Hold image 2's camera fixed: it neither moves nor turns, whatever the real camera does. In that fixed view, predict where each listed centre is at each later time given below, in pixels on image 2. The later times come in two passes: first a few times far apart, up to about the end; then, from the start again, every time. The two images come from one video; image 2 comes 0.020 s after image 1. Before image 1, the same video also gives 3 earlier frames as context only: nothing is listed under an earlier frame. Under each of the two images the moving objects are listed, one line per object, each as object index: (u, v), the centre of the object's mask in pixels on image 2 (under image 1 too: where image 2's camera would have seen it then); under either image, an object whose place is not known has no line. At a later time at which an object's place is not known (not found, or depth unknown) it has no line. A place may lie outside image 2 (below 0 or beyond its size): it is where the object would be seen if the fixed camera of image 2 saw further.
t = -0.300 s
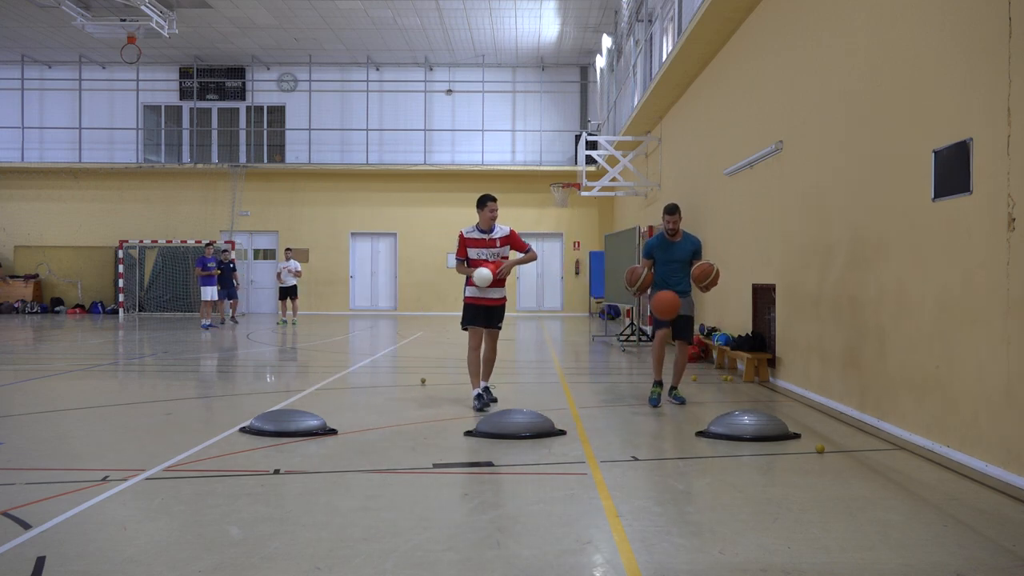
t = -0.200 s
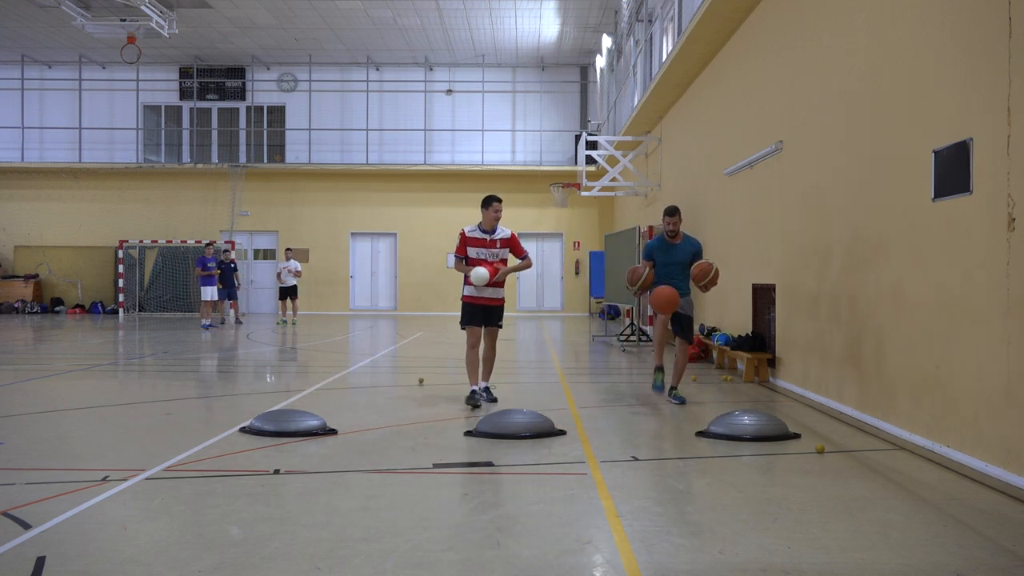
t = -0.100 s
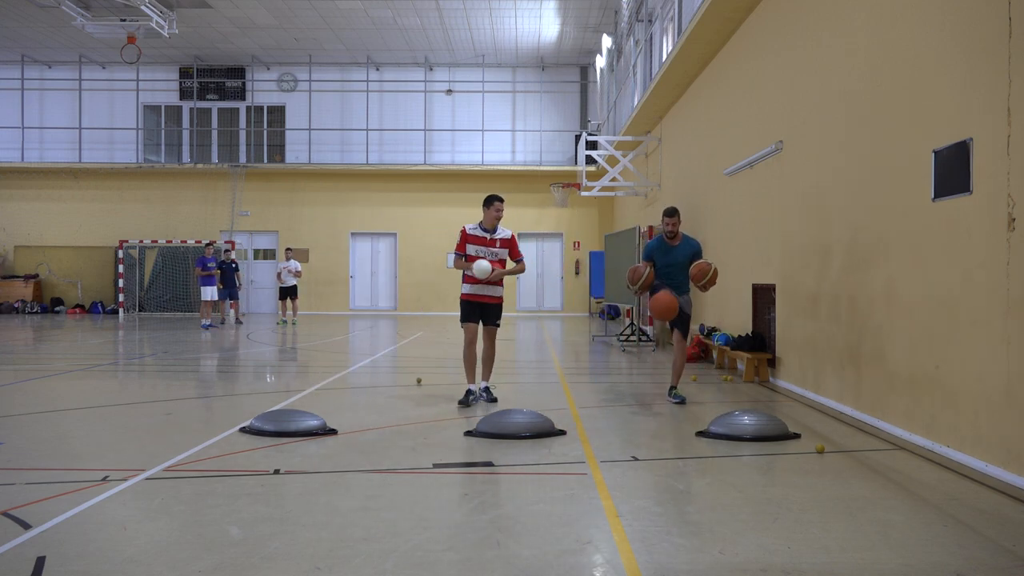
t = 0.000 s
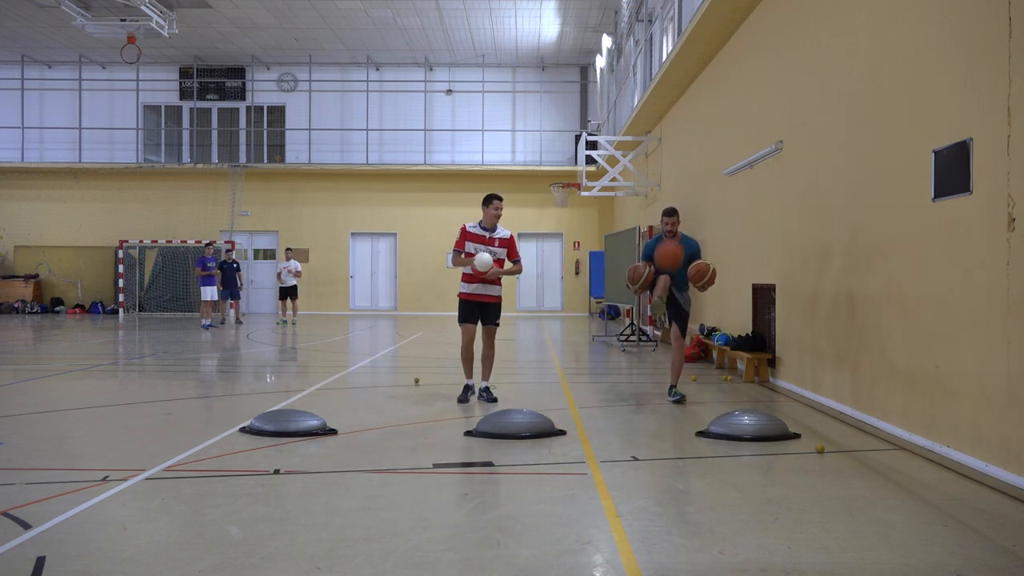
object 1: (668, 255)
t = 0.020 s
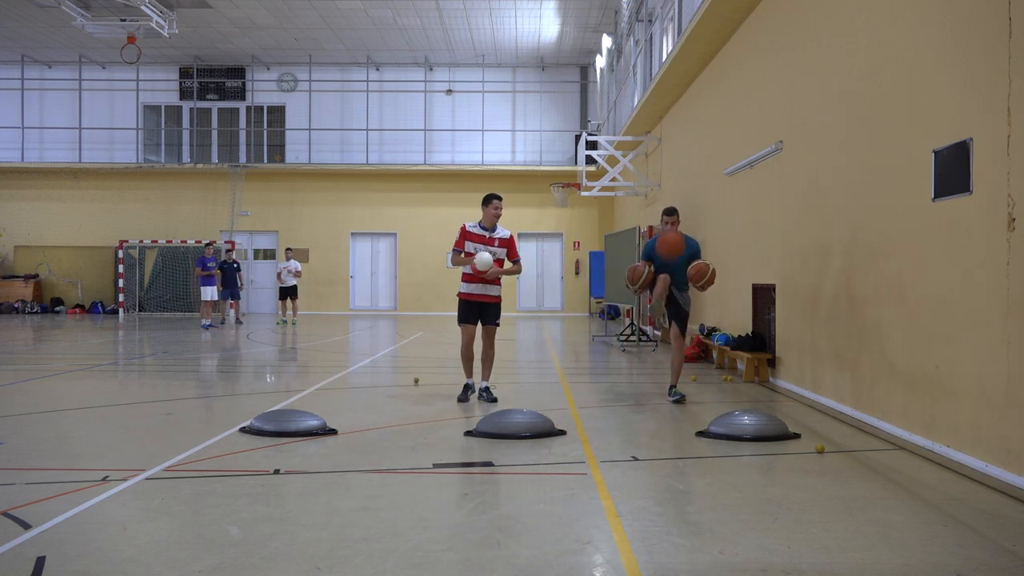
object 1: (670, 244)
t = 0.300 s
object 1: (687, 141)
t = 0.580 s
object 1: (702, 133)
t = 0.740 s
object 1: (709, 166)
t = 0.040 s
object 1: (672, 234)
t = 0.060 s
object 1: (673, 223)
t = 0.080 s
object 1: (674, 212)
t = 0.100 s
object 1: (675, 203)
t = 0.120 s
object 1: (677, 194)
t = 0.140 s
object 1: (678, 187)
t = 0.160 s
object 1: (679, 179)
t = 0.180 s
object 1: (680, 173)
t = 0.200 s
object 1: (682, 166)
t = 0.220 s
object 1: (683, 160)
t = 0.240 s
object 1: (684, 155)
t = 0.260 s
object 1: (685, 150)
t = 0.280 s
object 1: (686, 145)
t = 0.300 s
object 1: (687, 141)
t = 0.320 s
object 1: (688, 137)
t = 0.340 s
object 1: (690, 134)
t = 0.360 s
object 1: (691, 132)
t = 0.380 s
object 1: (692, 130)
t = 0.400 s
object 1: (693, 128)
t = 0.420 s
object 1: (694, 127)
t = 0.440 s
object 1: (695, 126)
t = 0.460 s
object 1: (696, 126)
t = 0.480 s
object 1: (697, 126)
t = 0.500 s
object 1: (698, 126)
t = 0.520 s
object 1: (699, 127)
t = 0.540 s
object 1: (700, 129)
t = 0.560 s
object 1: (701, 131)
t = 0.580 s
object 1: (702, 133)
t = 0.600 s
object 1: (702, 136)
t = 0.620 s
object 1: (704, 139)
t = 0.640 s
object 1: (704, 142)
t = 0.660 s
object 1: (705, 146)
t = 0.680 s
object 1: (706, 150)
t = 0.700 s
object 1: (707, 155)
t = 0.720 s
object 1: (708, 160)
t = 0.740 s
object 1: (709, 166)
